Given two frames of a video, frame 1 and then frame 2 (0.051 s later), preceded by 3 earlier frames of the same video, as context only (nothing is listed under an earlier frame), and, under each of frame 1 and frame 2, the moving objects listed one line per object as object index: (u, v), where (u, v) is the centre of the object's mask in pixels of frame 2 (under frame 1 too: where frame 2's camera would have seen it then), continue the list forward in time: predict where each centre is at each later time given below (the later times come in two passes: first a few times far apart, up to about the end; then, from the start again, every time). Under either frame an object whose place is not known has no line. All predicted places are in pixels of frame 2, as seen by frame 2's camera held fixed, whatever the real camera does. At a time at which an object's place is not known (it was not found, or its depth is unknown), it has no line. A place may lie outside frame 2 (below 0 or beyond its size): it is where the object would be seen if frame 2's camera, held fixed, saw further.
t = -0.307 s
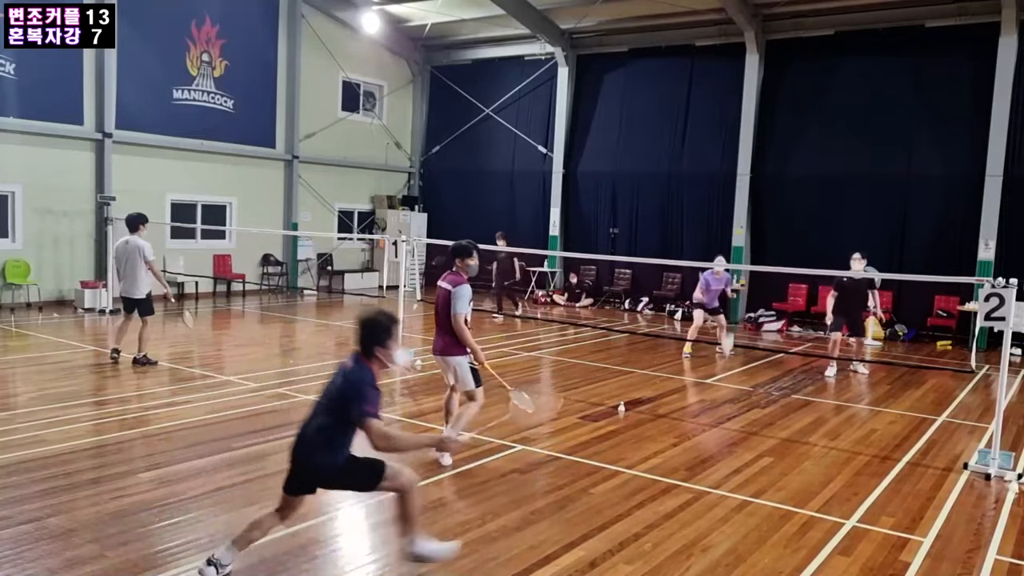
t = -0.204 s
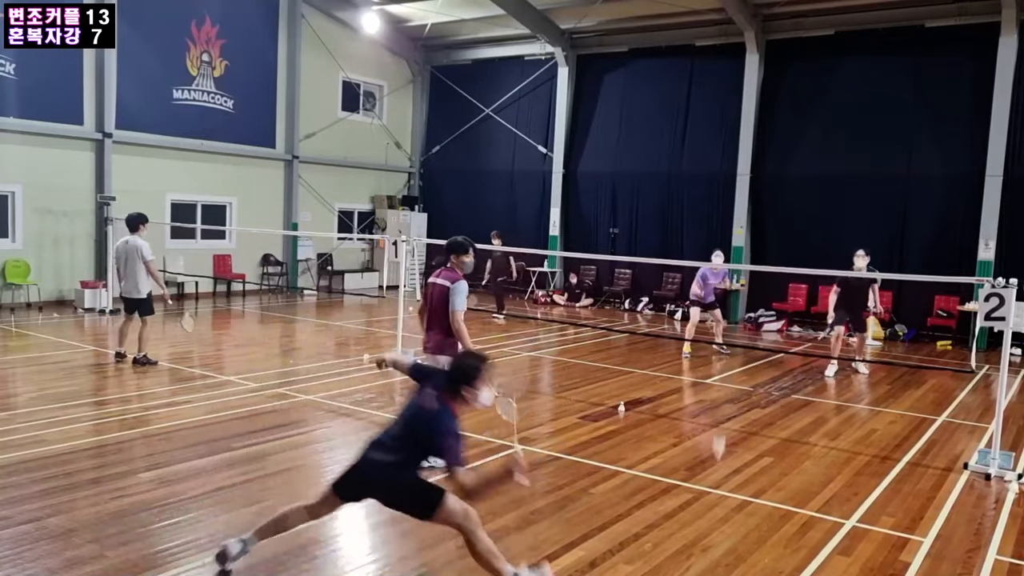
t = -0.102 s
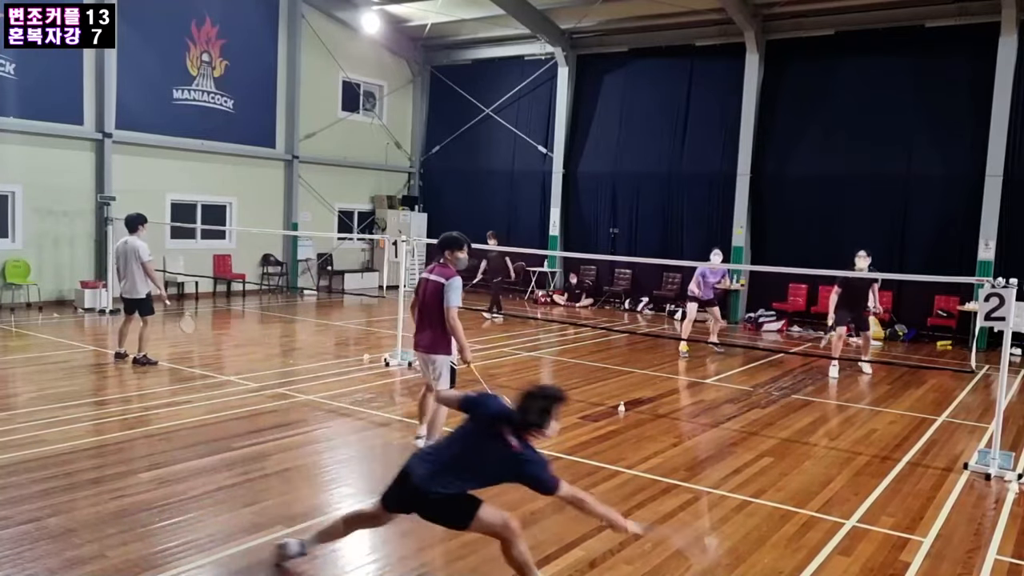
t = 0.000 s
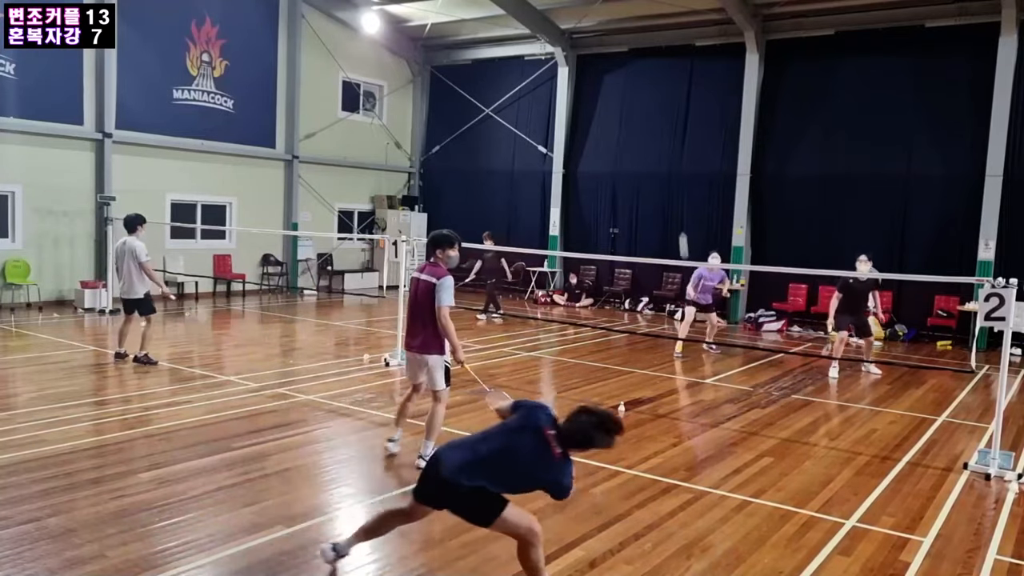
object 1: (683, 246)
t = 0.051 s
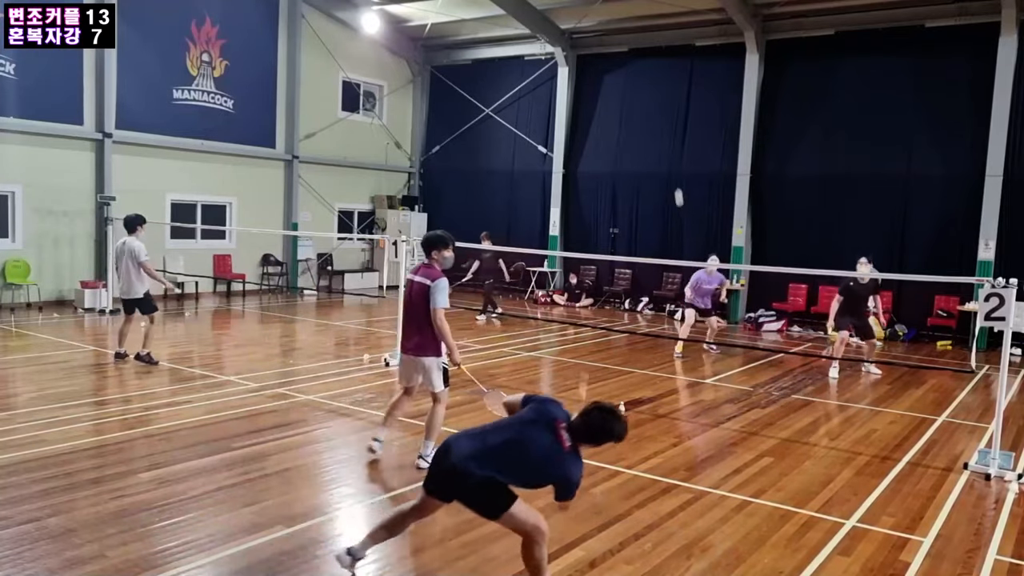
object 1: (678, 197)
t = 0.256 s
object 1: (670, 125)
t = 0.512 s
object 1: (665, 120)
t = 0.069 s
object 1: (677, 186)
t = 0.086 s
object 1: (676, 176)
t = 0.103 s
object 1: (676, 167)
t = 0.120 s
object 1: (675, 160)
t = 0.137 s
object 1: (674, 153)
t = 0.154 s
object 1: (674, 147)
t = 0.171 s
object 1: (673, 142)
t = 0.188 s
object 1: (672, 137)
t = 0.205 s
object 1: (671, 133)
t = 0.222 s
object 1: (671, 130)
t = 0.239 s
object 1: (671, 127)
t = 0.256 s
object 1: (670, 125)
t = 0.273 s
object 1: (670, 123)
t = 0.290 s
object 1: (669, 121)
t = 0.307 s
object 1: (669, 119)
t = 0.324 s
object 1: (669, 118)
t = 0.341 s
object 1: (668, 117)
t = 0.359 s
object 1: (668, 117)
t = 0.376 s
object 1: (667, 116)
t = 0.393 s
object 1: (667, 116)
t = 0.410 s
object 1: (667, 116)
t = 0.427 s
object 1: (666, 116)
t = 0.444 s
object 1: (666, 117)
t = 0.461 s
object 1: (666, 118)
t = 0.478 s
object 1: (665, 118)
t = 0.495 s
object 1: (665, 119)
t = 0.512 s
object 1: (665, 120)
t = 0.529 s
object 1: (664, 122)
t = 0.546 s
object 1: (664, 123)
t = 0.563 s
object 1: (664, 124)
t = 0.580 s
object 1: (664, 126)
